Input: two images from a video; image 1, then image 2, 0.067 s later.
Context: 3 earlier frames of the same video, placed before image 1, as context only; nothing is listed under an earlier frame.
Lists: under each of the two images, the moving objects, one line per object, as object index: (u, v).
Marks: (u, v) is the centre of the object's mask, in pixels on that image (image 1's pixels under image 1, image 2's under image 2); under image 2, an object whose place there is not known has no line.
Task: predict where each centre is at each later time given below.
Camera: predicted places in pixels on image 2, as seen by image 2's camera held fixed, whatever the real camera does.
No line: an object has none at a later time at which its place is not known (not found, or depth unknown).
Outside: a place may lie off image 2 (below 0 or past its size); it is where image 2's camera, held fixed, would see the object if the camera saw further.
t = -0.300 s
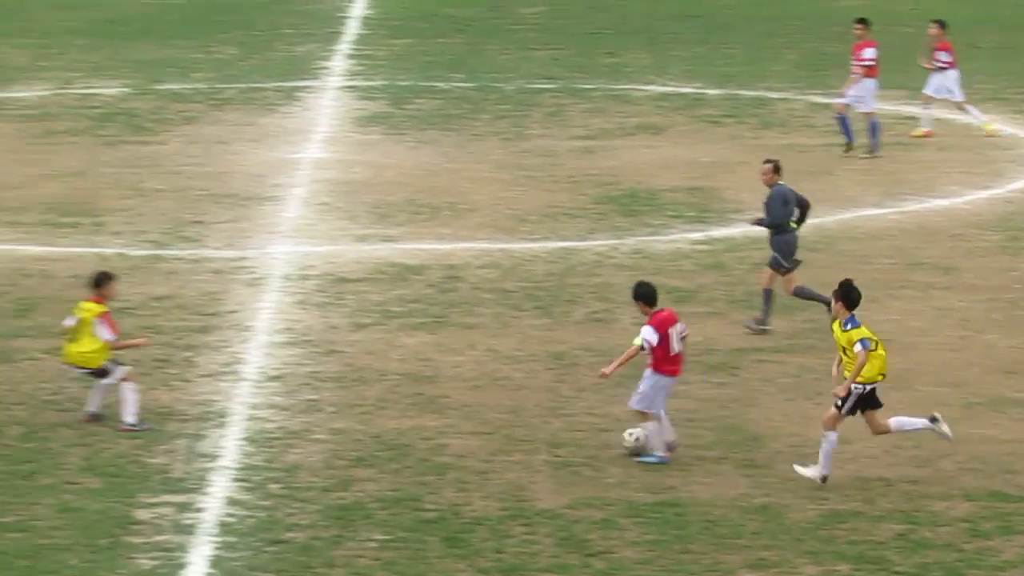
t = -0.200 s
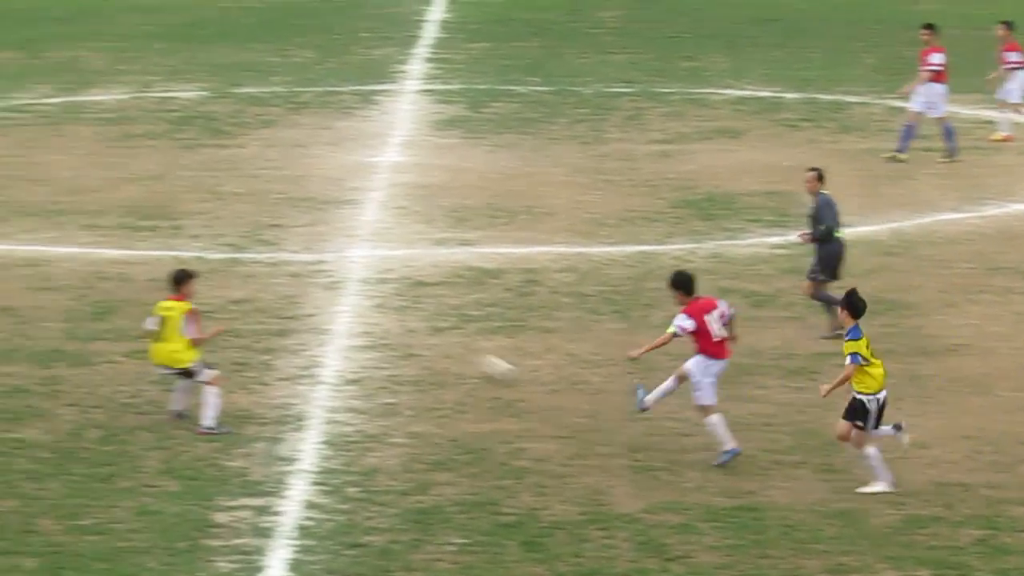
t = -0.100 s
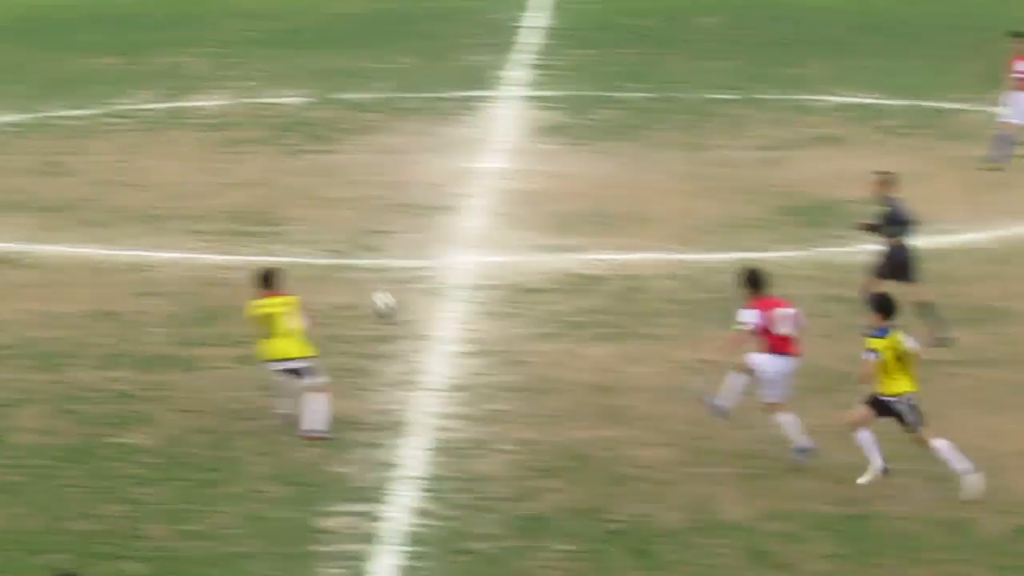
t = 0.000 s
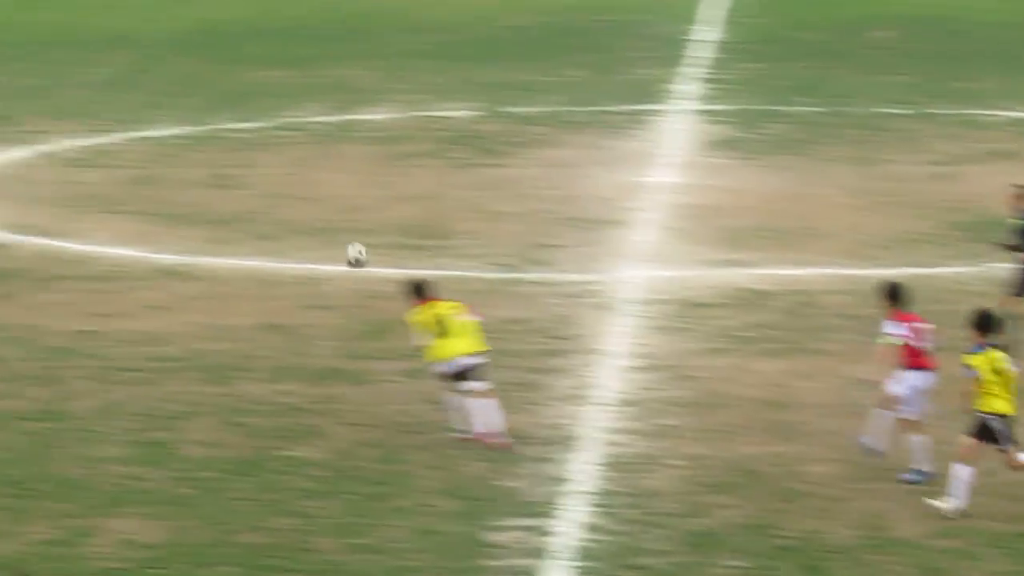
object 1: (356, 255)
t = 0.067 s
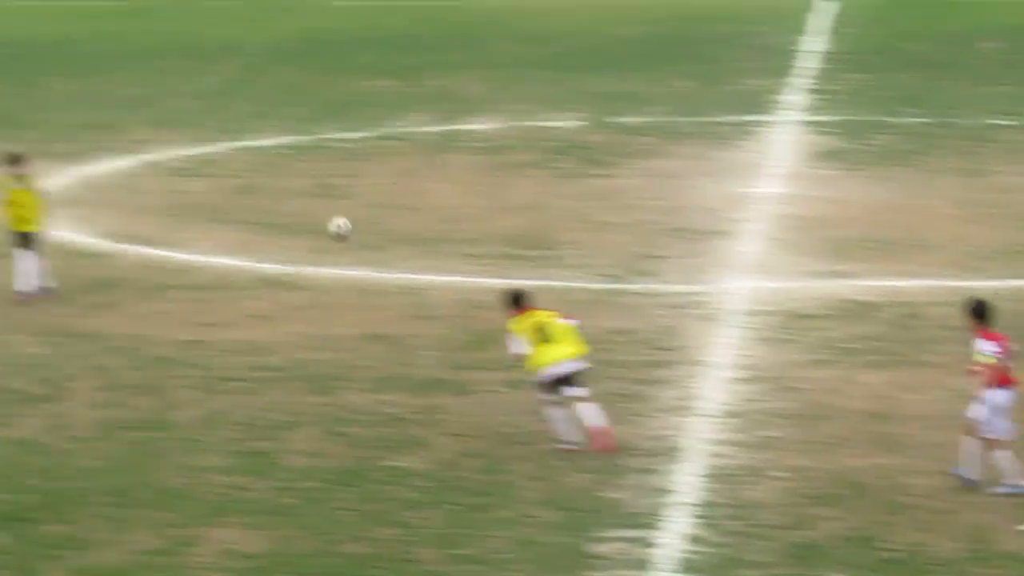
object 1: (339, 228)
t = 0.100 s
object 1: (284, 211)
